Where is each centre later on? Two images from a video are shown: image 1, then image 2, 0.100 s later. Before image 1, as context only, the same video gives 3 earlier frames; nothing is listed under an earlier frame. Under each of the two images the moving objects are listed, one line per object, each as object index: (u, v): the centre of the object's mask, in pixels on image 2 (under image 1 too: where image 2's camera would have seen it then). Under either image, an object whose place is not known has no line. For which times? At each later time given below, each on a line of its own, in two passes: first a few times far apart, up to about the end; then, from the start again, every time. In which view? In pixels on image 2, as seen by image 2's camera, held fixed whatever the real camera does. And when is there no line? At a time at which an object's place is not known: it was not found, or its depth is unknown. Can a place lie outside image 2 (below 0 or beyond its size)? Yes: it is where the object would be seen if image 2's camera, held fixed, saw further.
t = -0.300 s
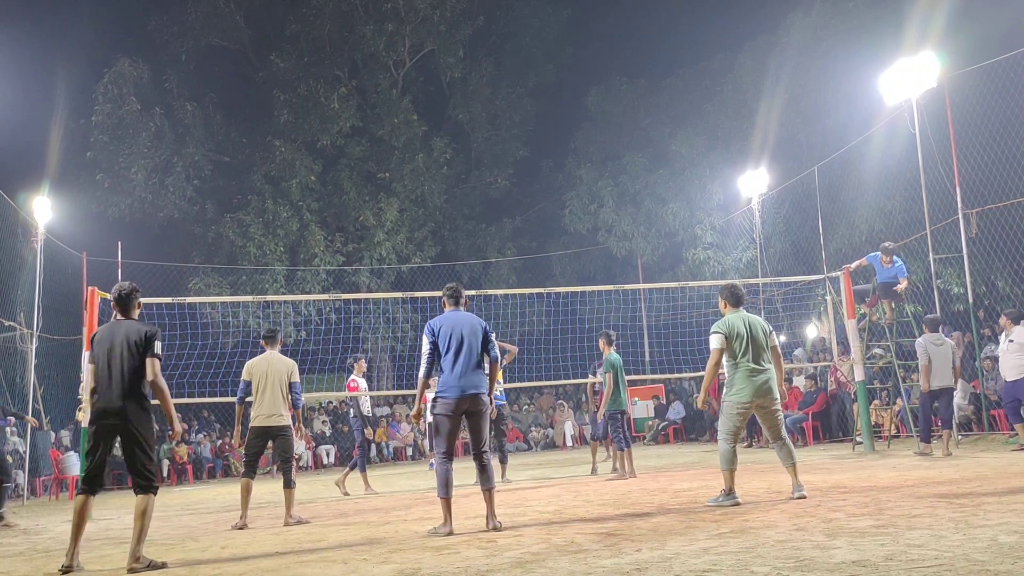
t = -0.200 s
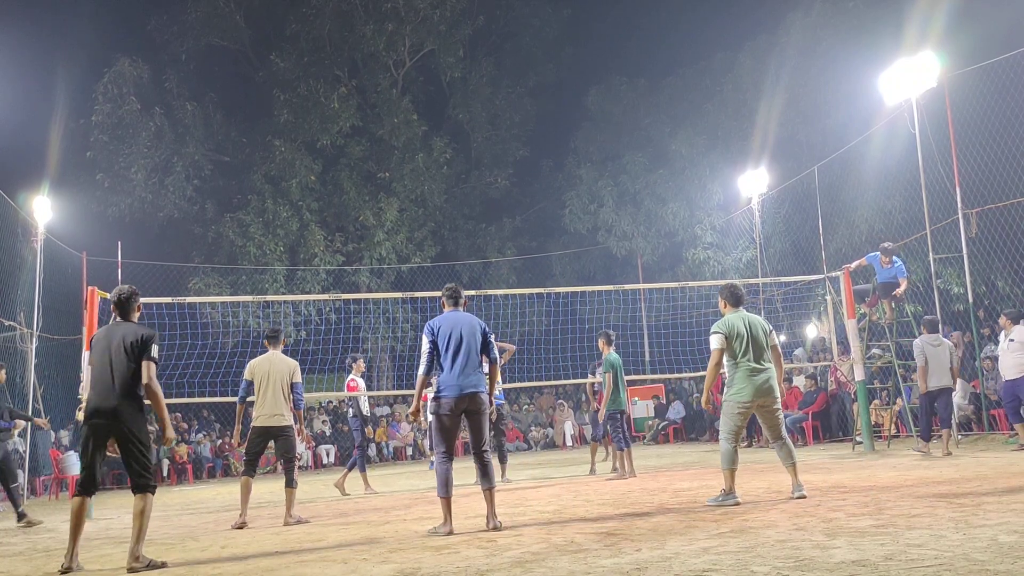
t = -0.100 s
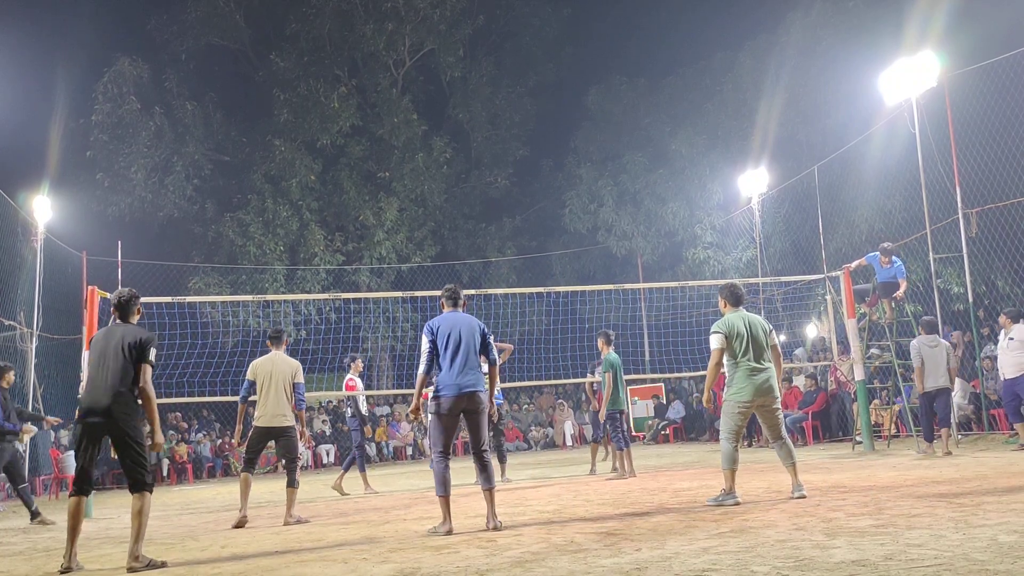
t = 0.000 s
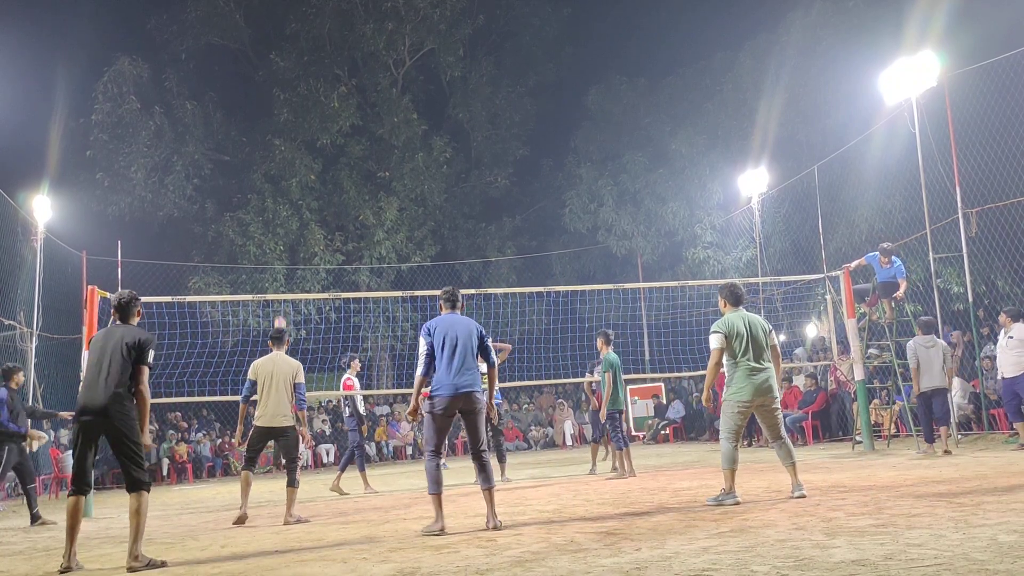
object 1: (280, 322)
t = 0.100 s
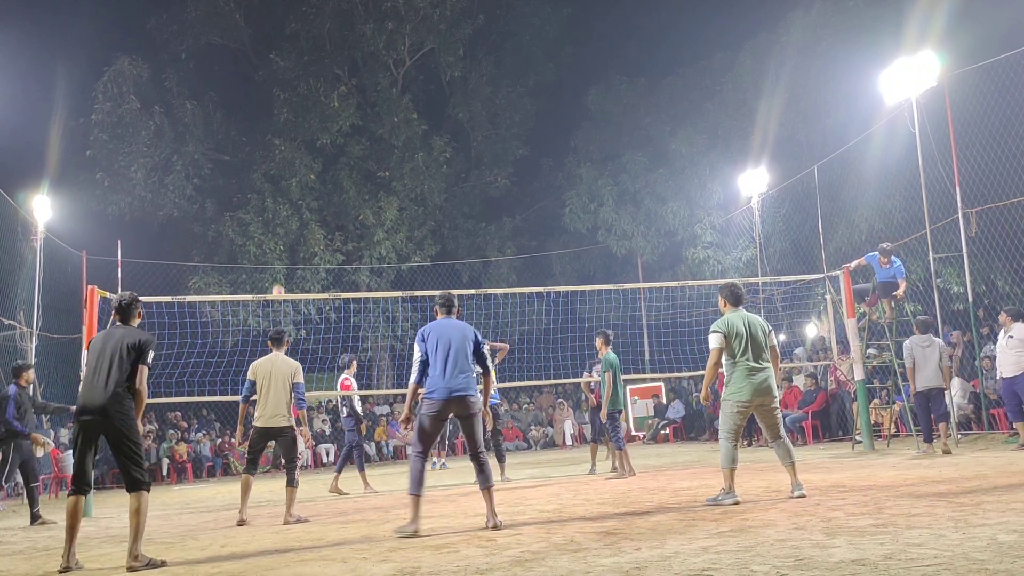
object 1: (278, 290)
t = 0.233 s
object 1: (275, 255)
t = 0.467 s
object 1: (271, 204)
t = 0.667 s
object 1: (271, 180)
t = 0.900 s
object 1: (277, 191)
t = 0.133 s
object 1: (278, 282)
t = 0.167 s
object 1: (277, 273)
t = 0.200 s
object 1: (276, 263)
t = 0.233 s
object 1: (275, 255)
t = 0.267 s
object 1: (275, 246)
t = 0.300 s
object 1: (274, 238)
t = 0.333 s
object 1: (273, 230)
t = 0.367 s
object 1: (273, 223)
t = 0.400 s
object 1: (272, 216)
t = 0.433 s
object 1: (271, 210)
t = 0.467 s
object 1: (271, 204)
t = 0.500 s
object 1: (270, 198)
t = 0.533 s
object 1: (270, 194)
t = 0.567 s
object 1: (270, 189)
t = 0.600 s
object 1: (270, 186)
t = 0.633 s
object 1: (271, 183)
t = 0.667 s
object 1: (271, 180)
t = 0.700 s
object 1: (272, 179)
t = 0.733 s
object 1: (273, 178)
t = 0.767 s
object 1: (274, 179)
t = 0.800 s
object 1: (275, 180)
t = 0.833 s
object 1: (275, 183)
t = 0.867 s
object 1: (276, 186)
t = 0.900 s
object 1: (277, 191)
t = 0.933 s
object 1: (277, 198)
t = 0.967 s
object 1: (278, 205)
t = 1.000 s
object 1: (278, 214)
